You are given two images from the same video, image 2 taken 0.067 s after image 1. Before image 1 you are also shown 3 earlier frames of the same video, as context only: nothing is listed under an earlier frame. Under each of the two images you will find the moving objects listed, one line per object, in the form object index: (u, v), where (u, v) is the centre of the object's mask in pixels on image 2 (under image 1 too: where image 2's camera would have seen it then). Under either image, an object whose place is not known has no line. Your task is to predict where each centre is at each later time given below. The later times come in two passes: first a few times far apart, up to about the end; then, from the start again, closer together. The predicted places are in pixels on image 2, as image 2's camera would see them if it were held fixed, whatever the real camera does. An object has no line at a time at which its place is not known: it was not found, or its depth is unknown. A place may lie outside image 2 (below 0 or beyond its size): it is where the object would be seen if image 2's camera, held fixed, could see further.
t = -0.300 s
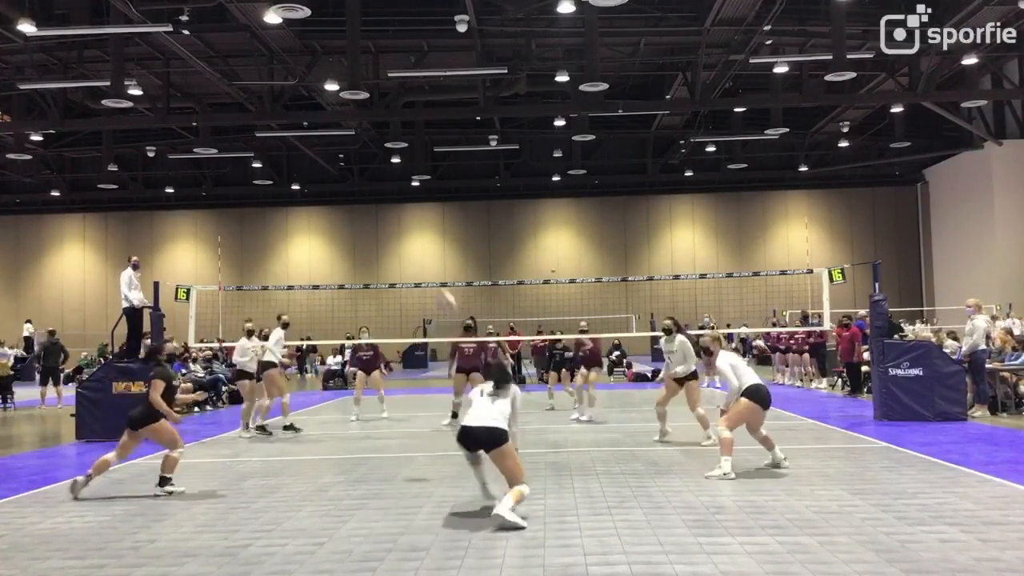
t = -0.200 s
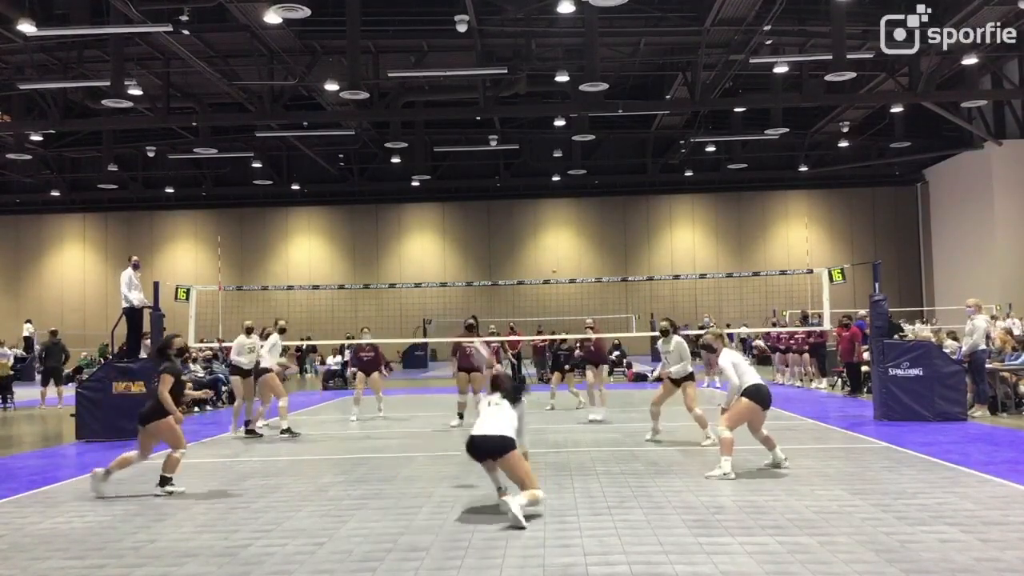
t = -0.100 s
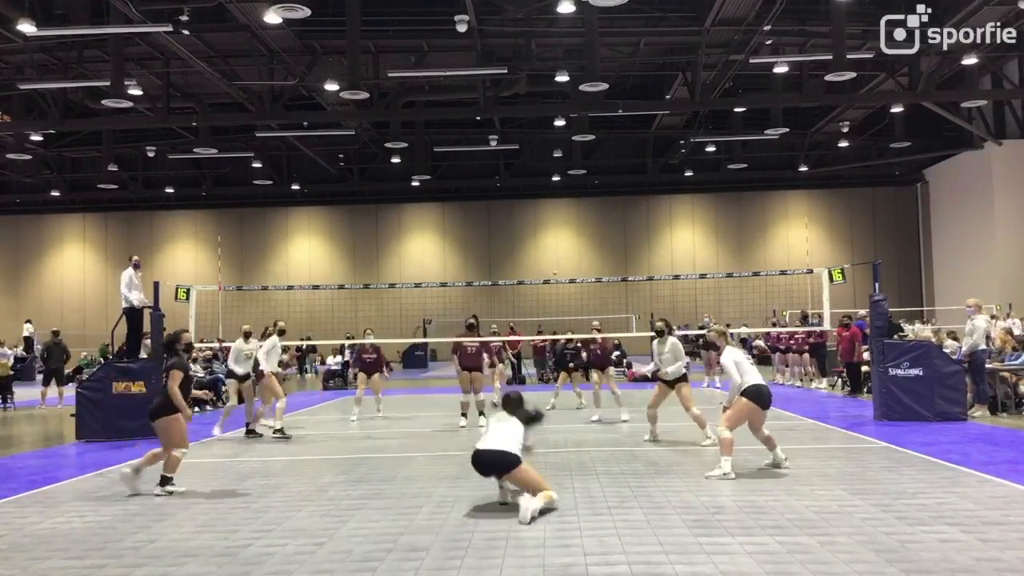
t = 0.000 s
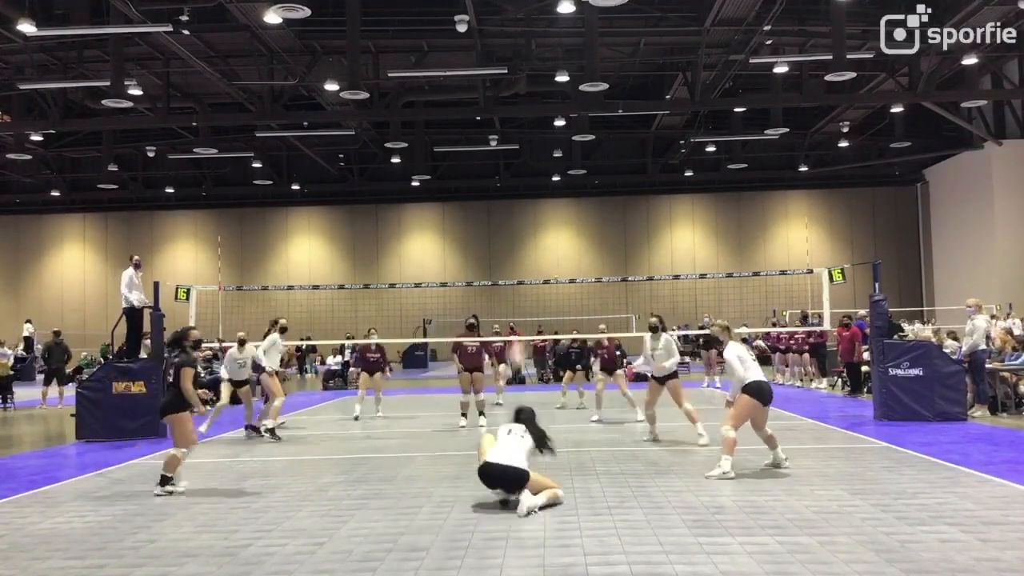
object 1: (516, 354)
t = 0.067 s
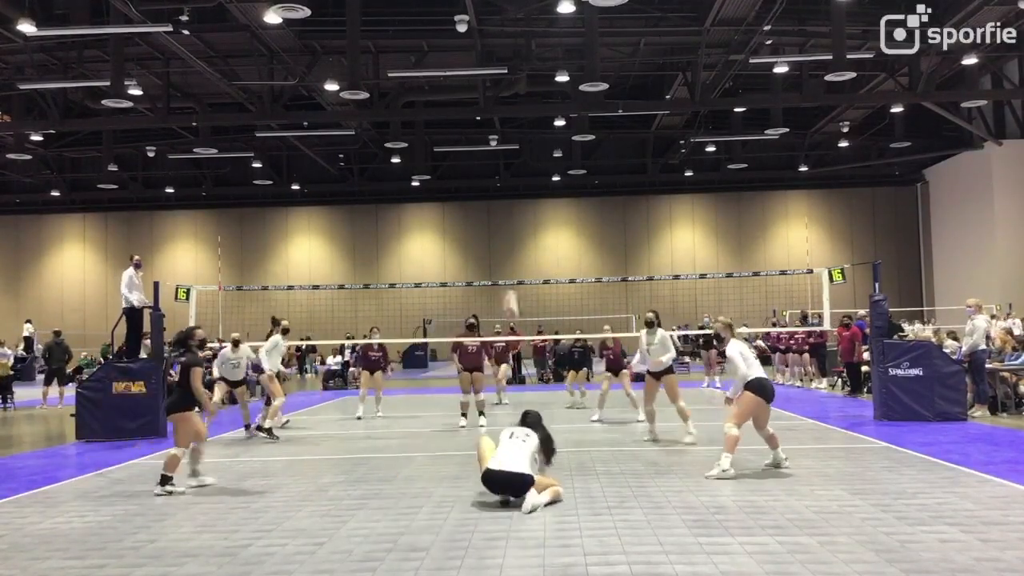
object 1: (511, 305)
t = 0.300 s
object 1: (494, 177)
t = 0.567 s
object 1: (479, 102)
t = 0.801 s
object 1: (467, 92)
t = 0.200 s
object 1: (501, 224)
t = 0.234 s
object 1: (499, 208)
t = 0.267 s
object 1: (497, 192)
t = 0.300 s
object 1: (494, 177)
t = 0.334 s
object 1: (492, 164)
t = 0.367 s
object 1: (490, 152)
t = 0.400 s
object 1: (488, 140)
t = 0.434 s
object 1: (487, 131)
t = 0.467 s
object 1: (484, 122)
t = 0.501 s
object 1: (482, 114)
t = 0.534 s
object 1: (481, 108)
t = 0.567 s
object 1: (479, 102)
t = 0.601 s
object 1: (477, 97)
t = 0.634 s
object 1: (475, 94)
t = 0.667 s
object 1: (474, 92)
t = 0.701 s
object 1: (472, 90)
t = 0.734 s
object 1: (471, 90)
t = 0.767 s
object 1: (469, 91)
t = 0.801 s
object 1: (467, 92)
